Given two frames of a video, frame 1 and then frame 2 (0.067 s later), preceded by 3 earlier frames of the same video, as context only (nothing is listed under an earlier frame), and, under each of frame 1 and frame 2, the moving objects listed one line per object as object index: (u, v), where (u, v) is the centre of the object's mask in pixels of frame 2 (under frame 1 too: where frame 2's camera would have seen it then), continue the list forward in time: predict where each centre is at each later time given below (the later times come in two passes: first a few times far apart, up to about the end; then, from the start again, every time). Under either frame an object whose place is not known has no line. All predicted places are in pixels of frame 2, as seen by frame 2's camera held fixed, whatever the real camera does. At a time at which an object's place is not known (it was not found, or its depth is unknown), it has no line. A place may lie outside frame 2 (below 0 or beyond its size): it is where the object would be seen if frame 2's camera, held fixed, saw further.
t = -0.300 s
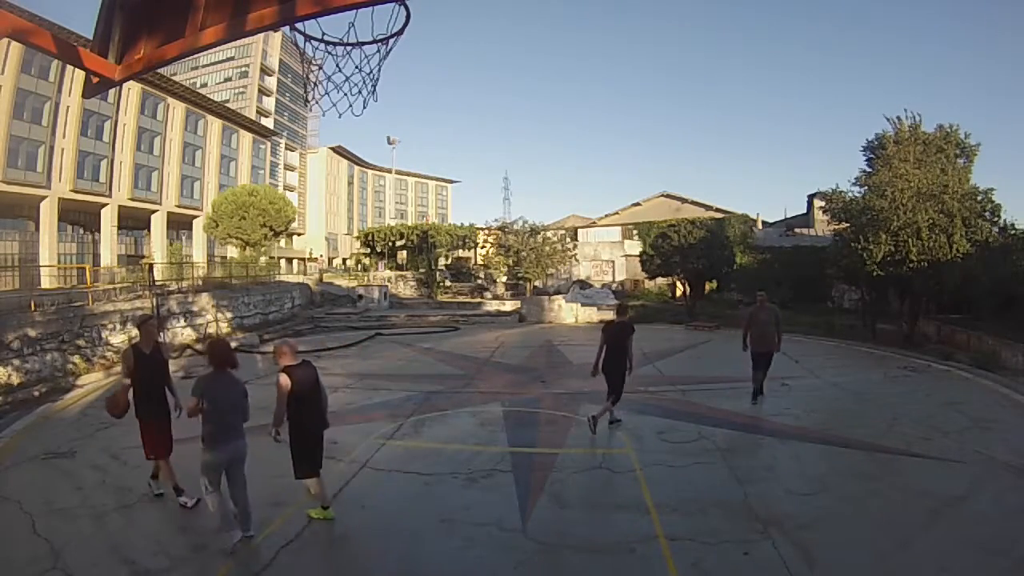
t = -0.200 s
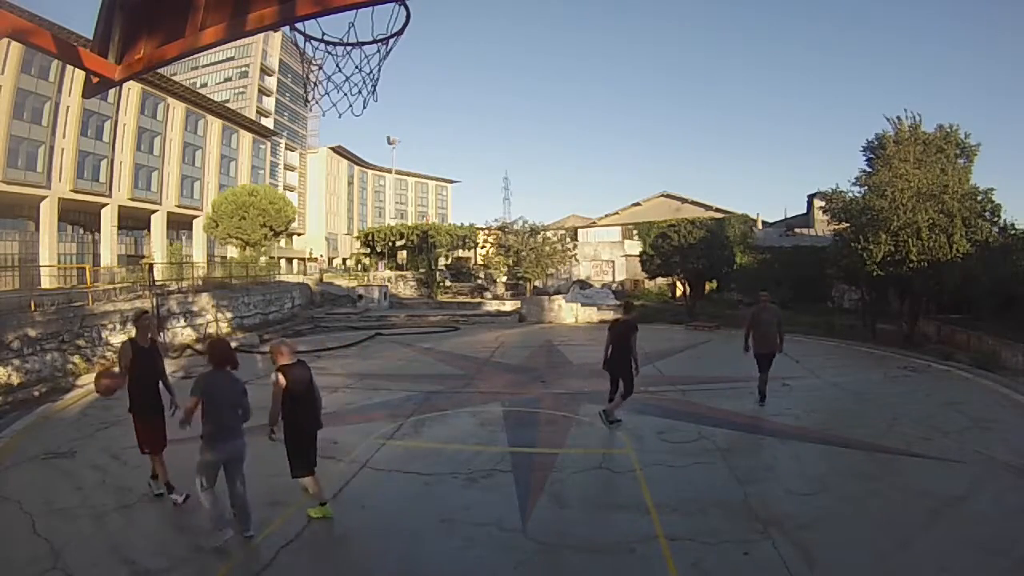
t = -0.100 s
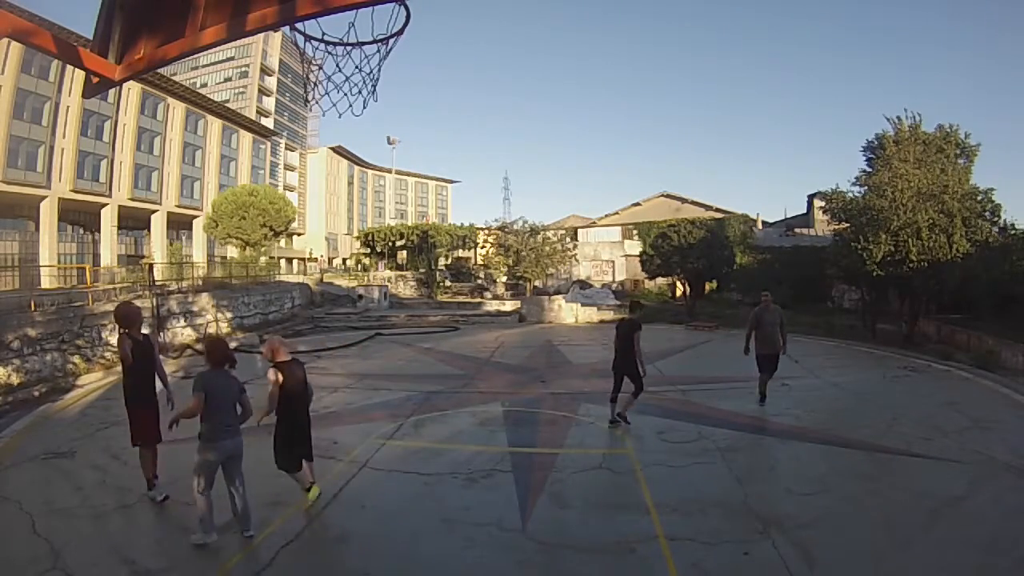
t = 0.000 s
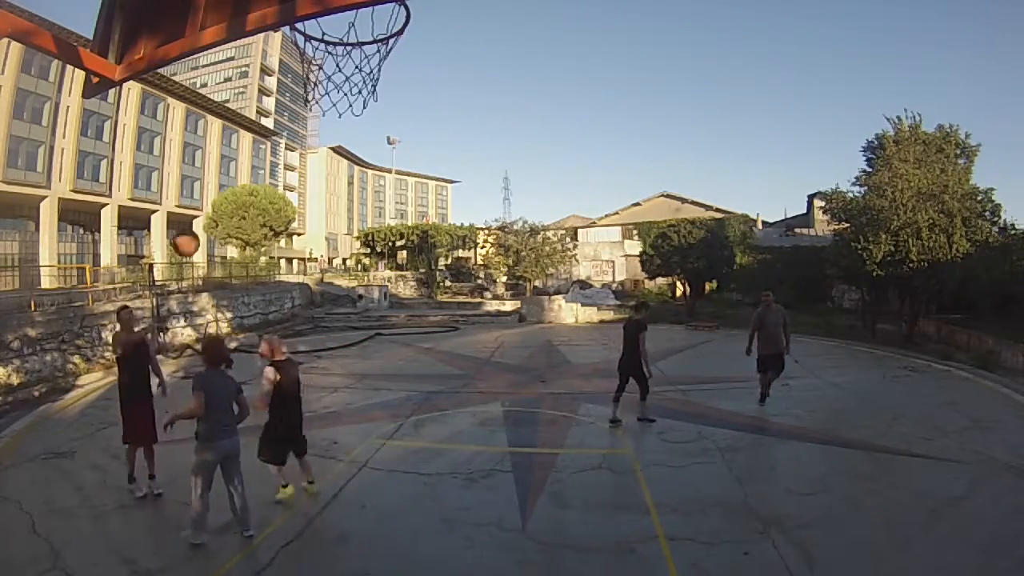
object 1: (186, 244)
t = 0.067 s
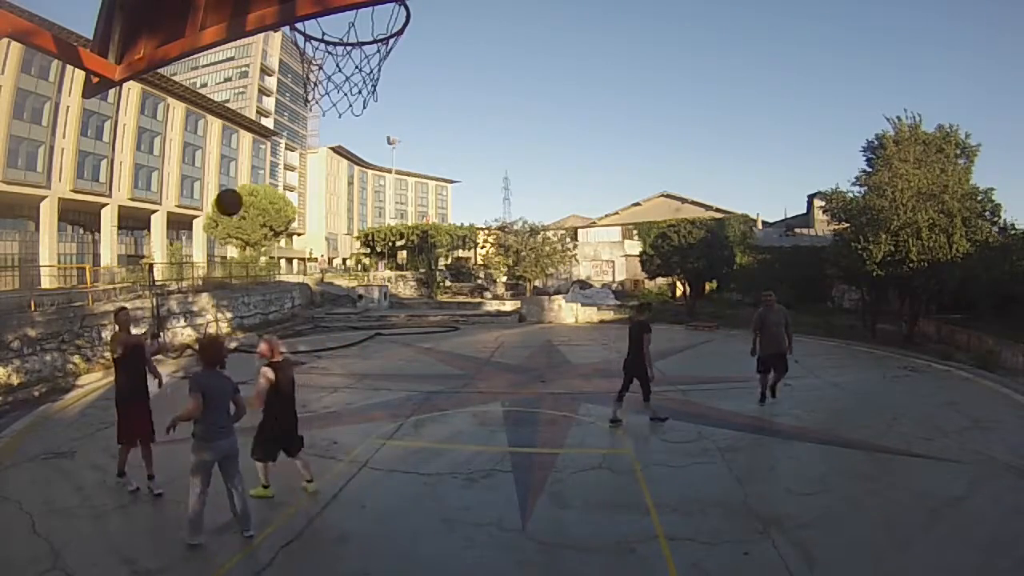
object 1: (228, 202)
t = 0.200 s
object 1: (315, 141)
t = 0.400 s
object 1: (434, 101)
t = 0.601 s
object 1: (534, 108)
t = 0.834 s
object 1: (630, 160)
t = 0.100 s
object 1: (250, 184)
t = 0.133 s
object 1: (272, 168)
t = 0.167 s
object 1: (293, 154)
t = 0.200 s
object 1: (315, 141)
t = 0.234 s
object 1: (335, 131)
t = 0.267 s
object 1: (356, 122)
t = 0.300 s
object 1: (376, 115)
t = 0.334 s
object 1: (396, 109)
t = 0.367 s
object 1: (415, 105)
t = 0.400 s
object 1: (434, 101)
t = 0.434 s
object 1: (451, 100)
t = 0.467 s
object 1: (469, 99)
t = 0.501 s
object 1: (486, 100)
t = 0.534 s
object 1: (502, 102)
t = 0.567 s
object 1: (518, 104)
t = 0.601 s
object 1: (534, 108)
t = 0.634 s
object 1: (549, 113)
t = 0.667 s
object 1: (564, 119)
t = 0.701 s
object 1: (578, 125)
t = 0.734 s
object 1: (591, 133)
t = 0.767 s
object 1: (604, 141)
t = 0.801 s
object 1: (617, 150)
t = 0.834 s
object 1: (630, 160)
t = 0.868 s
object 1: (642, 170)
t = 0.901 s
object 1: (654, 181)
